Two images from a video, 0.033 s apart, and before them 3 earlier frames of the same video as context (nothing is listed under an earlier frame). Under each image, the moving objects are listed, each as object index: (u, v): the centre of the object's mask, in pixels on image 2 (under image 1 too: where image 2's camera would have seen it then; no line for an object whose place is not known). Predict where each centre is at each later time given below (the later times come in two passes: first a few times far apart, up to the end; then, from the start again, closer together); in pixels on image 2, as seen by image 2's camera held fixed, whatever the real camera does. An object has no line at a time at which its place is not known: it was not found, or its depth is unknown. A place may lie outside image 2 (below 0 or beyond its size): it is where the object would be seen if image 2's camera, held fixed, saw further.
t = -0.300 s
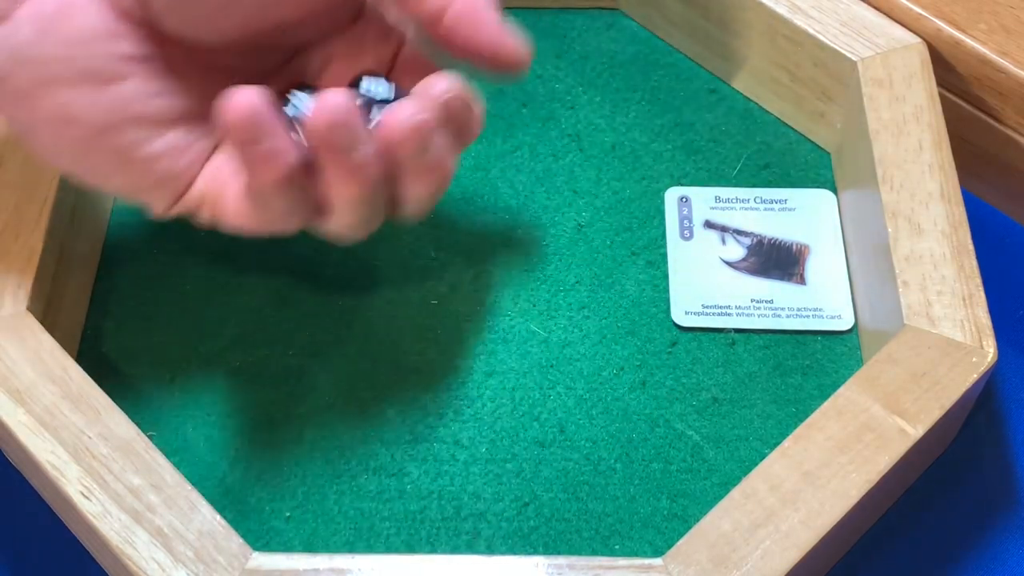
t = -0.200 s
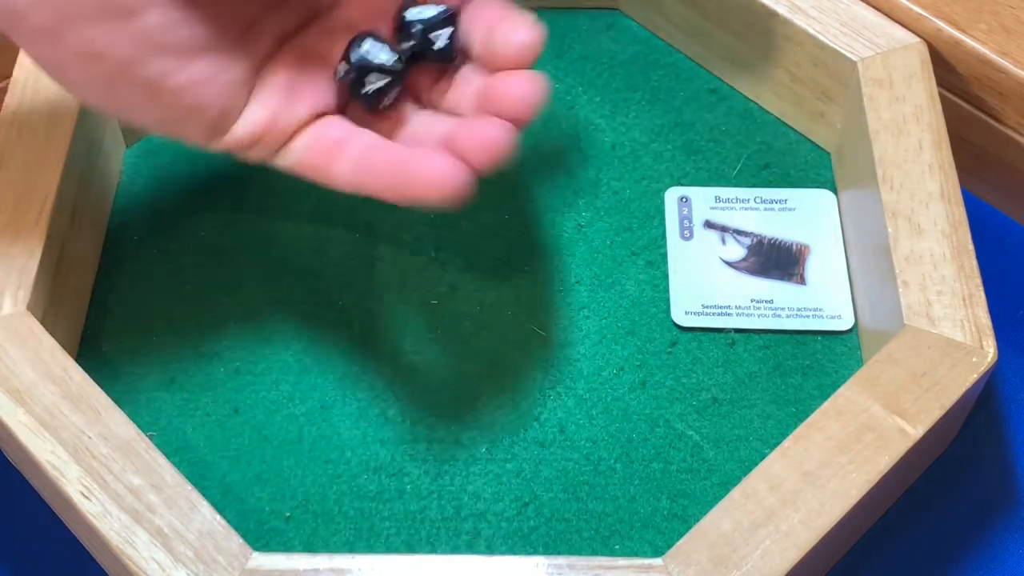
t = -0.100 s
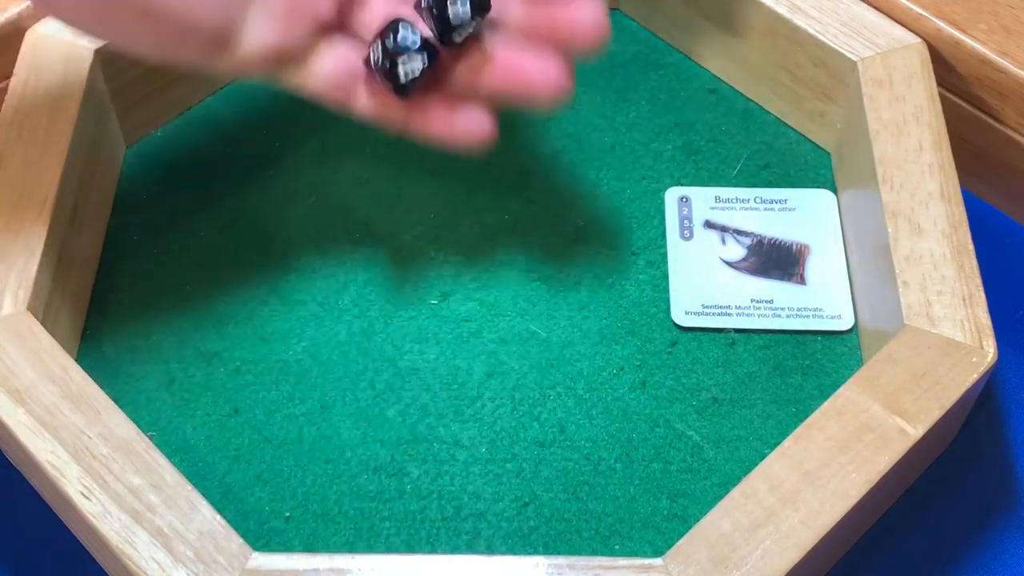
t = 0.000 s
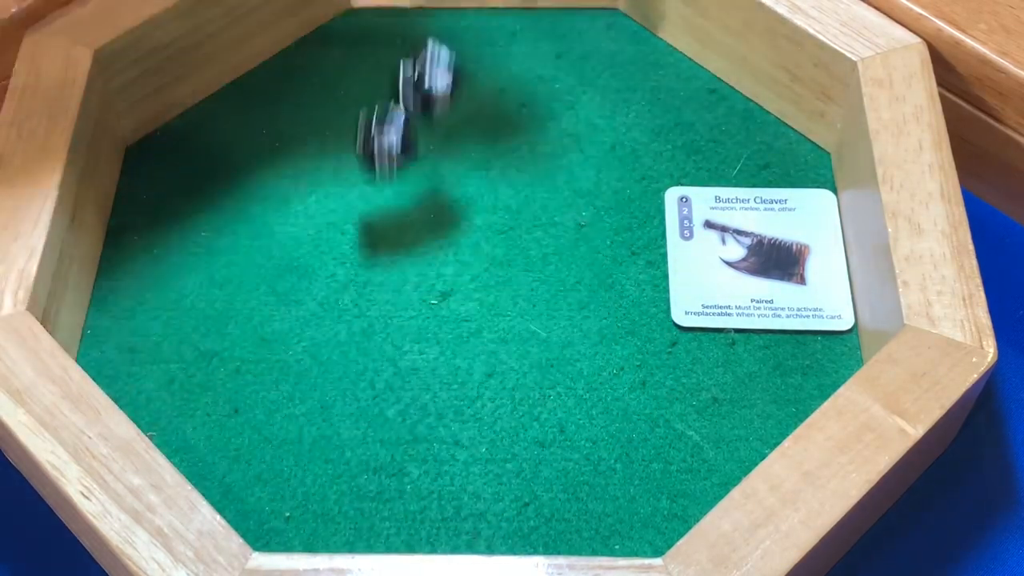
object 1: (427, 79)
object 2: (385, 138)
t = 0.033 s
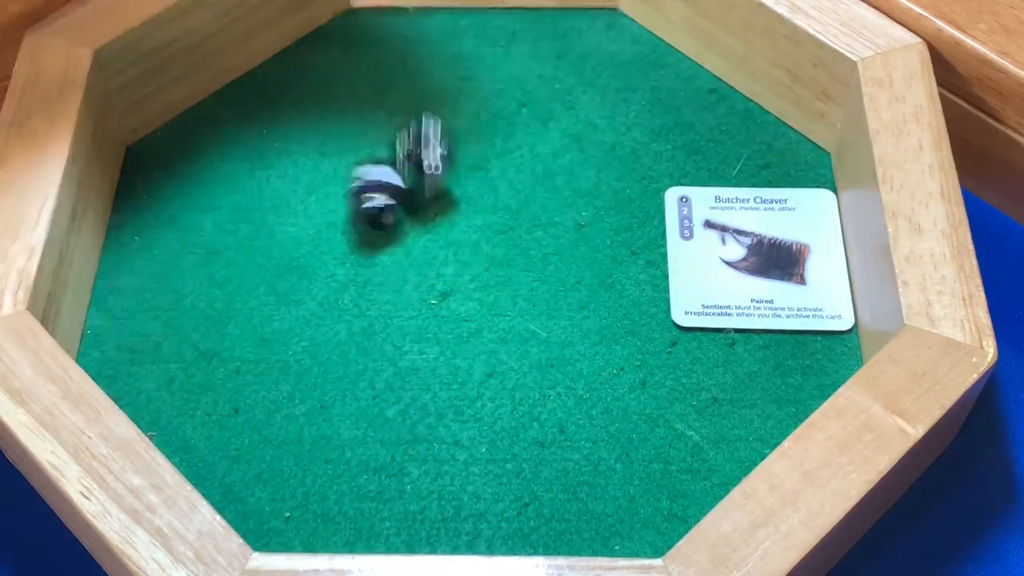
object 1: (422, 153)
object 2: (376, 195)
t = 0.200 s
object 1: (430, 169)
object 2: (203, 298)
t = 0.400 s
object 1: (431, 171)
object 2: (121, 325)
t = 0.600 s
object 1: (432, 172)
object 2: (117, 327)
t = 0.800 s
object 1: (432, 172)
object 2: (118, 327)
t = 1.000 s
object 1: (432, 172)
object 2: (118, 327)
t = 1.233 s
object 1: (432, 172)
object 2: (118, 327)
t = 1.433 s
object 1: (432, 172)
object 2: (118, 327)
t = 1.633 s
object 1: (432, 172)
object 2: (118, 327)
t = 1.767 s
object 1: (432, 172)
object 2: (118, 327)
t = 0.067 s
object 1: (423, 151)
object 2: (331, 212)
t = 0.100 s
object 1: (423, 152)
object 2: (287, 245)
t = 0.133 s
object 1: (425, 172)
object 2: (254, 260)
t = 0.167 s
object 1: (428, 167)
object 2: (225, 280)
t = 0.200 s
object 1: (430, 169)
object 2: (203, 298)
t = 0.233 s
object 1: (432, 172)
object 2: (177, 308)
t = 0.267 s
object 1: (437, 172)
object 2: (157, 314)
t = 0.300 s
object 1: (439, 171)
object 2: (141, 317)
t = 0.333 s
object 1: (437, 171)
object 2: (131, 315)
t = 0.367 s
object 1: (432, 171)
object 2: (126, 318)
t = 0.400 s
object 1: (431, 171)
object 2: (121, 325)
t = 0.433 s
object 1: (432, 172)
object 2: (116, 328)
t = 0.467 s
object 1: (433, 172)
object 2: (117, 329)
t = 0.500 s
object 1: (432, 172)
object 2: (118, 326)
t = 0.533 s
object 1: (432, 172)
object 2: (119, 326)
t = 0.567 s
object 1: (432, 172)
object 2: (118, 327)
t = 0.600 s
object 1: (432, 172)
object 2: (117, 327)
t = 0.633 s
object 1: (432, 172)
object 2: (118, 327)
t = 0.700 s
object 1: (432, 172)
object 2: (118, 327)
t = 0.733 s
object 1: (432, 172)
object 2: (118, 327)
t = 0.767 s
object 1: (432, 172)
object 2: (118, 327)
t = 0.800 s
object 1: (432, 172)
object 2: (118, 327)
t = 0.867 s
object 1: (432, 172)
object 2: (118, 327)
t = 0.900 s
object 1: (432, 172)
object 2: (118, 327)
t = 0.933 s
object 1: (432, 172)
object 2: (118, 327)
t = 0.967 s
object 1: (432, 172)
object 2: (118, 327)
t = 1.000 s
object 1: (432, 172)
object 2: (118, 327)
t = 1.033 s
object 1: (432, 172)
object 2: (118, 327)
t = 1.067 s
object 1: (432, 172)
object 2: (118, 327)
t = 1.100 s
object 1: (432, 172)
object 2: (118, 327)
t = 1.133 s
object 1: (432, 172)
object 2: (118, 327)
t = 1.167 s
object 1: (432, 172)
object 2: (118, 327)
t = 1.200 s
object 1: (432, 172)
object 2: (118, 327)
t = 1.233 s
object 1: (432, 172)
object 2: (118, 327)
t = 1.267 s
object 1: (432, 172)
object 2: (118, 327)
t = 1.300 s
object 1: (432, 172)
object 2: (118, 327)
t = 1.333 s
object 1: (432, 171)
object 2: (118, 327)
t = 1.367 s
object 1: (432, 172)
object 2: (118, 327)
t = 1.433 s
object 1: (432, 172)
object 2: (118, 327)
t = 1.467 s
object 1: (432, 172)
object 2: (118, 327)
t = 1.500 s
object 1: (432, 172)
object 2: (118, 327)
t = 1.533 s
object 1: (432, 172)
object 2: (118, 327)
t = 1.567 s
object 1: (432, 172)
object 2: (118, 327)
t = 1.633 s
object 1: (432, 172)
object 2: (118, 327)
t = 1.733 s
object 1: (432, 172)
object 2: (118, 327)
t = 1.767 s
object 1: (432, 172)
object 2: (118, 327)
